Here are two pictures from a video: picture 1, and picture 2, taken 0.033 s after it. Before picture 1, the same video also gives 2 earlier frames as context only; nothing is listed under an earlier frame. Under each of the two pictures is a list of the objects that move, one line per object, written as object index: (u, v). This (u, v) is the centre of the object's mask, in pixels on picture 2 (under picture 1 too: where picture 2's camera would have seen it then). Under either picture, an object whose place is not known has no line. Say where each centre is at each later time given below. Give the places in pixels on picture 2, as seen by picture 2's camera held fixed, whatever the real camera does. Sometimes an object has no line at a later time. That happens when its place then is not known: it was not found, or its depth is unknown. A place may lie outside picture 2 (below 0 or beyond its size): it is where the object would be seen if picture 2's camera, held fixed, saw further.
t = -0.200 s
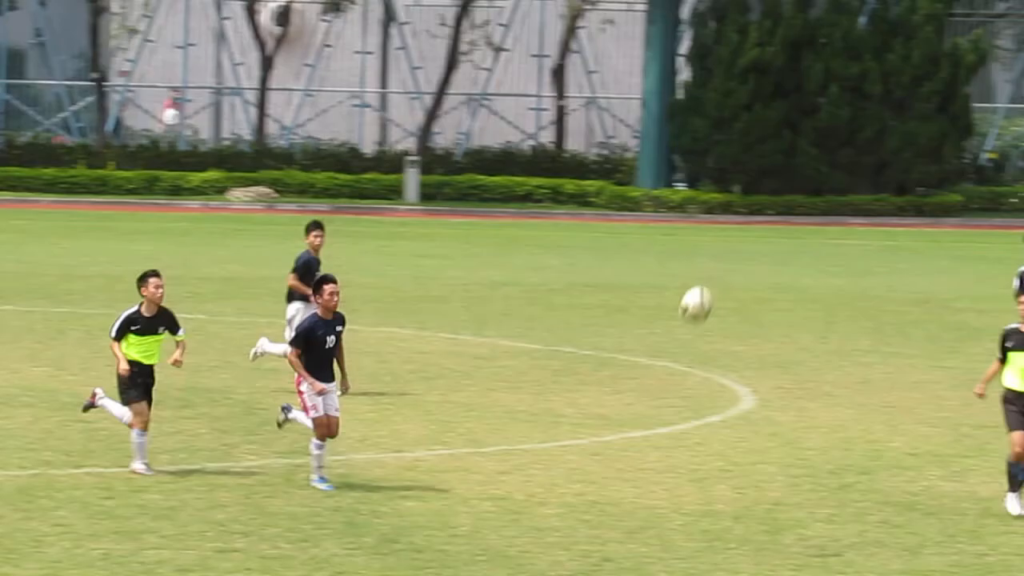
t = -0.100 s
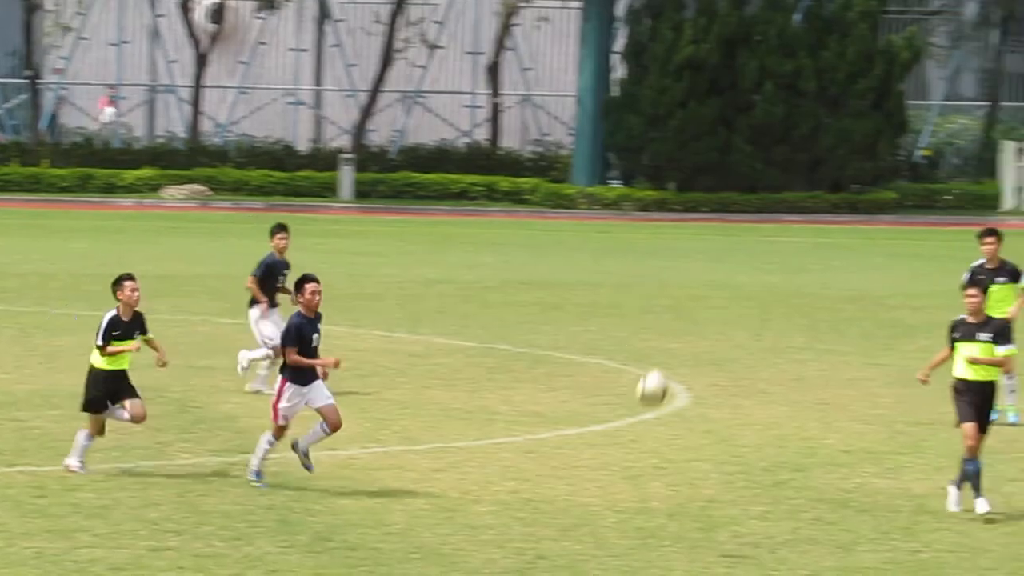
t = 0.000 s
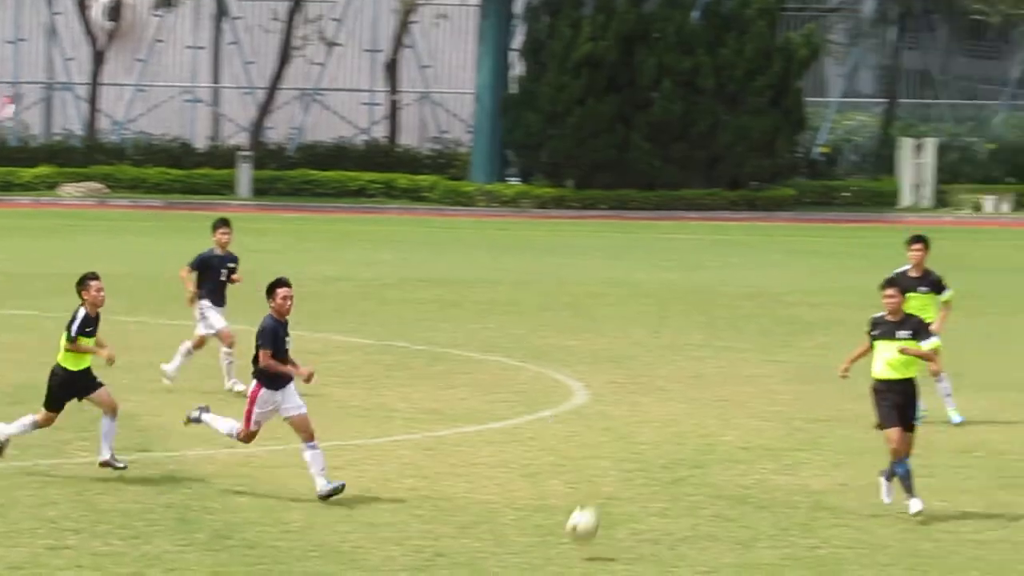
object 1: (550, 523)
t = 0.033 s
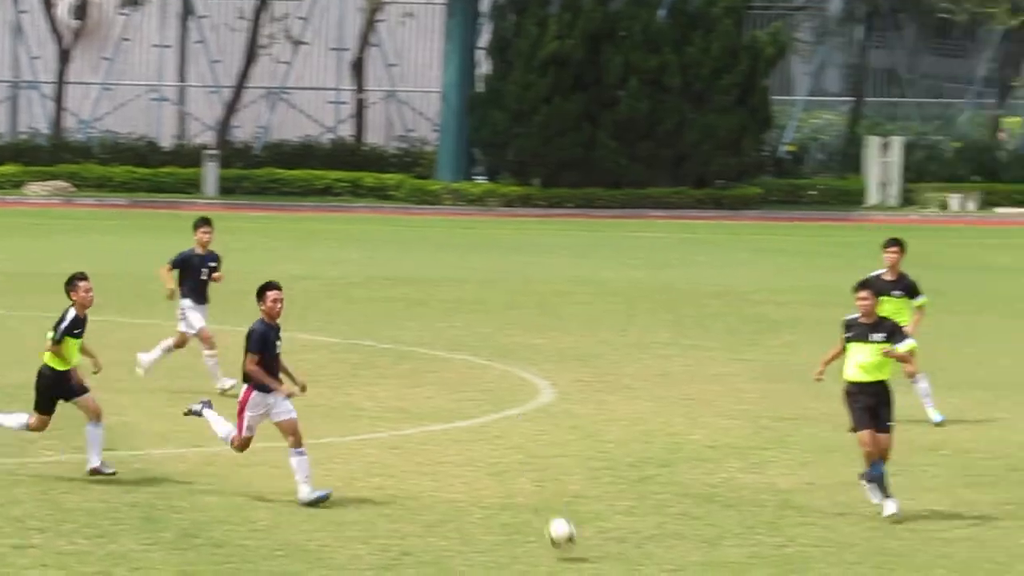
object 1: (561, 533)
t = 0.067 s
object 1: (576, 498)
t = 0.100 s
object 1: (592, 464)
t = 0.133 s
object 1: (606, 431)
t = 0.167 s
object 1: (621, 400)
